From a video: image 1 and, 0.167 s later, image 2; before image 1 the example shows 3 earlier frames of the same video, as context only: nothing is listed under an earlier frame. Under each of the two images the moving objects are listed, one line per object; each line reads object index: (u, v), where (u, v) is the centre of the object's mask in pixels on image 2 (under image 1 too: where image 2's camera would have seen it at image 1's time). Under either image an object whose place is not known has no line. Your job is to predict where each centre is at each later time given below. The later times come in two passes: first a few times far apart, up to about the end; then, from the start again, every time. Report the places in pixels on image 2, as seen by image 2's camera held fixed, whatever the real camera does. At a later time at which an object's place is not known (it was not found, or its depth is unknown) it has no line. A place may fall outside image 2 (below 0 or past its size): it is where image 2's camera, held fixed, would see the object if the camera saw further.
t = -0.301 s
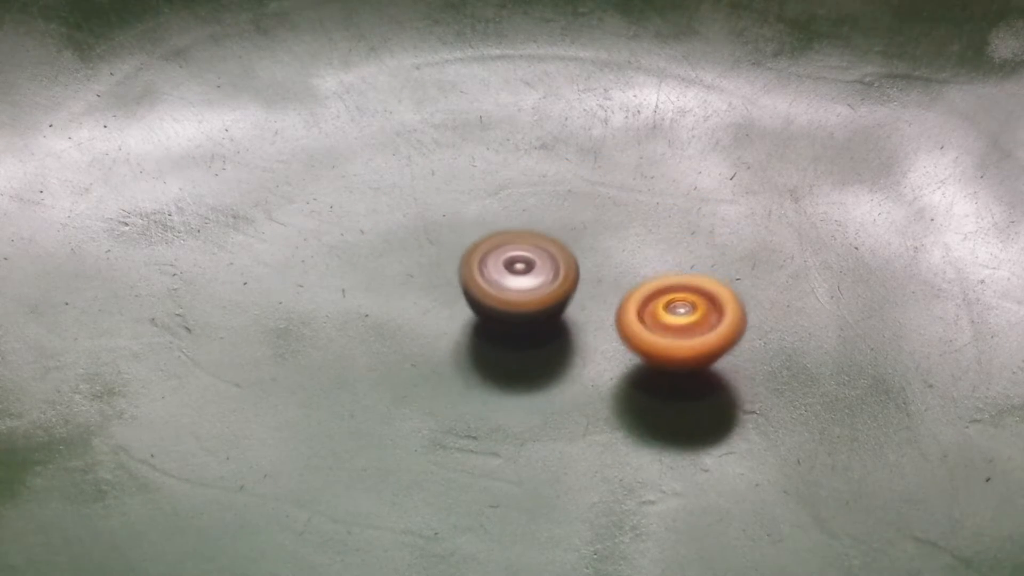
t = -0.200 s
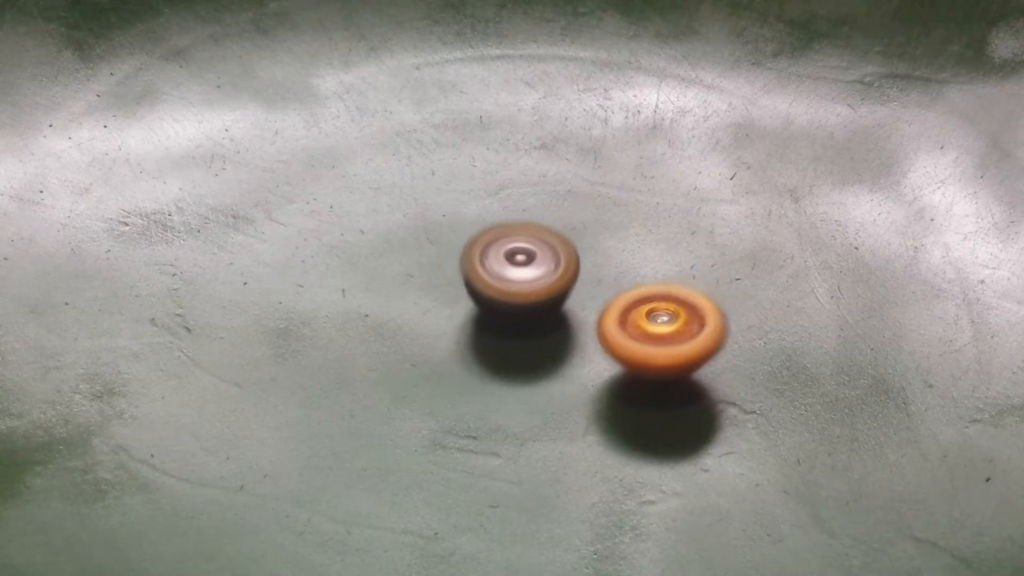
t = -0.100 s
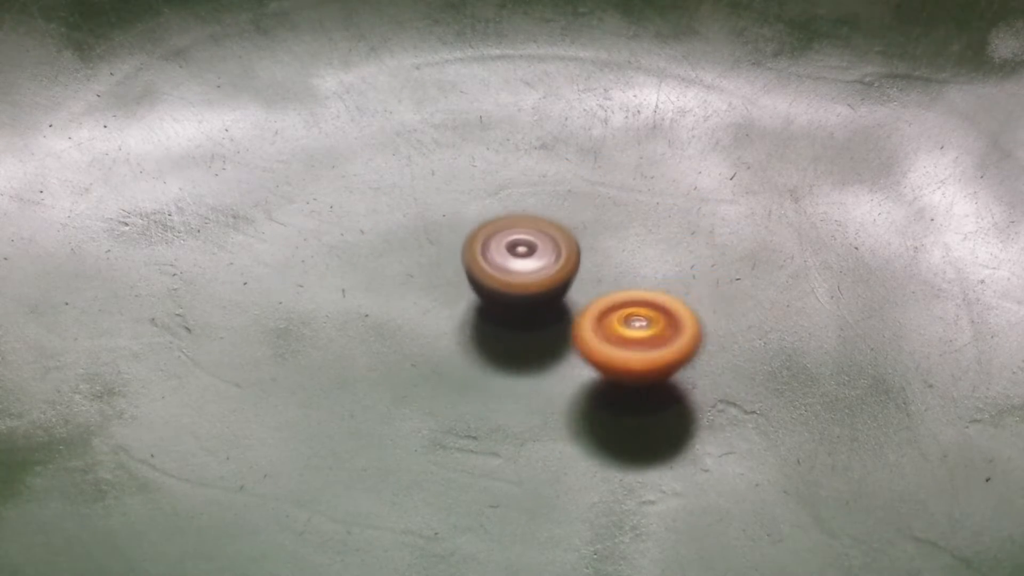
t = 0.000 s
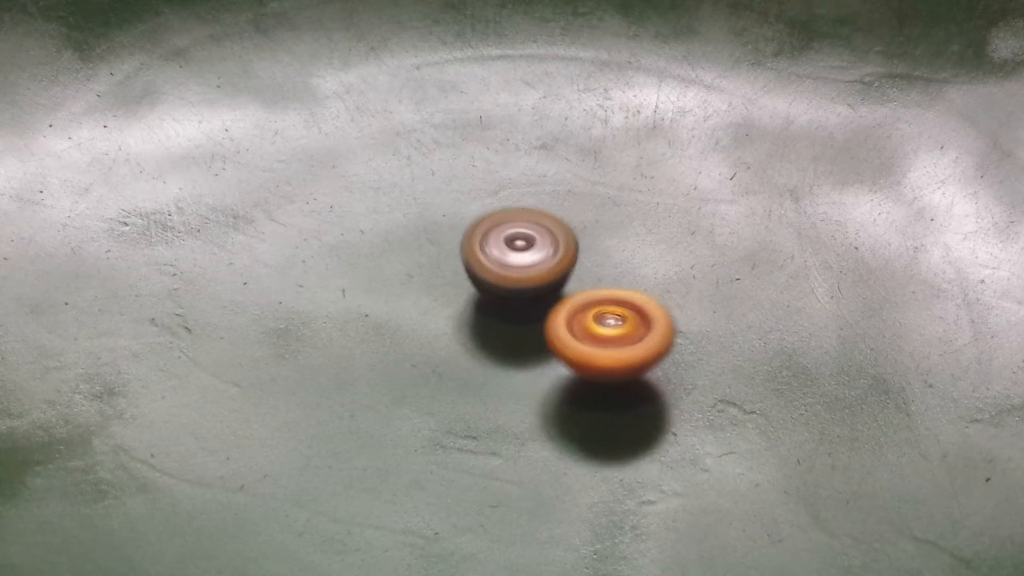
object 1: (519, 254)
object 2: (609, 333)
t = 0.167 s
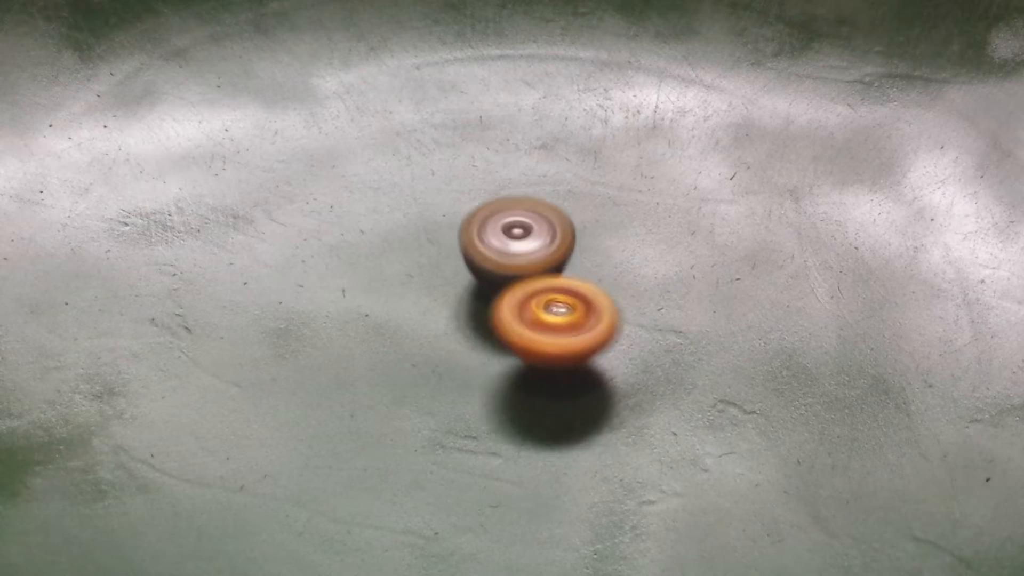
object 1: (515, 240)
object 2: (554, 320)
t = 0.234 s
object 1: (516, 233)
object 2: (531, 320)
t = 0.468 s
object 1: (525, 195)
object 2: (467, 324)
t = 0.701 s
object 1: (535, 184)
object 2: (439, 300)
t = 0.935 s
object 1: (560, 189)
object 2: (440, 264)
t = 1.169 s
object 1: (582, 207)
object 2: (469, 229)
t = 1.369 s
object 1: (624, 226)
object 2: (478, 217)
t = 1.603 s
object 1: (668, 259)
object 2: (498, 222)
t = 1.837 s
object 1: (694, 294)
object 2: (527, 241)
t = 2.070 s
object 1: (702, 325)
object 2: (543, 273)
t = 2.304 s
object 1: (688, 341)
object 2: (552, 304)
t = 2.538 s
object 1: (676, 344)
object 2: (516, 319)
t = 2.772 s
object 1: (657, 323)
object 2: (467, 312)
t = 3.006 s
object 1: (603, 296)
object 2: (444, 287)
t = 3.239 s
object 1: (588, 276)
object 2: (419, 246)
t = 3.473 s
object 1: (596, 261)
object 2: (423, 215)
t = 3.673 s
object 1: (595, 255)
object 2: (458, 202)
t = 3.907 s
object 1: (627, 280)
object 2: (488, 187)
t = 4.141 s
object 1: (686, 320)
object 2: (498, 186)
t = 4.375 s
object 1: (715, 347)
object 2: (524, 208)
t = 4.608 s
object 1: (714, 353)
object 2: (540, 242)
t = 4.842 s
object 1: (678, 341)
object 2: (528, 282)
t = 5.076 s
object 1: (622, 306)
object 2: (496, 313)
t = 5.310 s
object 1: (573, 263)
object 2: (459, 320)
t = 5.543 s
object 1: (534, 222)
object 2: (455, 303)
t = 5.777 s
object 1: (513, 190)
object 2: (472, 273)
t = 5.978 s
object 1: (512, 177)
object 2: (501, 256)
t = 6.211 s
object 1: (532, 169)
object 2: (535, 276)
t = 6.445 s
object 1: (561, 179)
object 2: (561, 302)
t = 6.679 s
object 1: (587, 207)
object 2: (558, 323)
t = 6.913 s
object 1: (601, 248)
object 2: (539, 329)
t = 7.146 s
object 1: (616, 274)
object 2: (497, 332)
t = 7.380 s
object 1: (612, 298)
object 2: (477, 308)
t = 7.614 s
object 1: (611, 322)
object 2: (462, 265)
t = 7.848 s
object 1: (613, 338)
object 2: (479, 232)
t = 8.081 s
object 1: (592, 333)
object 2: (523, 220)
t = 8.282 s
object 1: (562, 323)
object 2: (561, 231)
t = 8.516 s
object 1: (504, 358)
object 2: (617, 221)
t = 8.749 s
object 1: (464, 357)
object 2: (643, 239)
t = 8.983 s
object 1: (459, 325)
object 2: (637, 269)
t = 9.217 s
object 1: (474, 281)
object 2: (599, 289)
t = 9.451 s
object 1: (478, 235)
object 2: (600, 298)
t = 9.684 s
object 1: (515, 209)
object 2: (576, 292)
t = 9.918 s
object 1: (569, 199)
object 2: (553, 282)
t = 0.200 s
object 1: (514, 237)
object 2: (544, 317)
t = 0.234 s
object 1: (516, 233)
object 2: (531, 320)
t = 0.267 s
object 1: (519, 222)
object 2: (519, 325)
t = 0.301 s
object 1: (520, 215)
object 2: (507, 328)
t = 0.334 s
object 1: (521, 210)
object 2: (497, 328)
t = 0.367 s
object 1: (521, 205)
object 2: (488, 328)
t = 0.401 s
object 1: (523, 202)
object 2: (480, 328)
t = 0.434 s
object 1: (524, 198)
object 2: (473, 326)
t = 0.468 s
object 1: (525, 195)
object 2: (467, 324)
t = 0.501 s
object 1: (526, 191)
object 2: (461, 322)
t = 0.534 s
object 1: (527, 189)
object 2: (455, 319)
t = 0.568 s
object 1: (528, 186)
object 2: (450, 316)
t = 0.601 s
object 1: (529, 185)
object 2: (447, 312)
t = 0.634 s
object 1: (531, 184)
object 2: (444, 309)
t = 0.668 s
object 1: (533, 184)
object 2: (441, 305)
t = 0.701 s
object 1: (535, 184)
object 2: (439, 300)
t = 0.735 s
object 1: (538, 184)
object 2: (438, 295)
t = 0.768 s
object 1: (542, 184)
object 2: (438, 290)
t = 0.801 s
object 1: (546, 184)
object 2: (437, 284)
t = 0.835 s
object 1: (550, 185)
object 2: (437, 279)
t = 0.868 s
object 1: (554, 186)
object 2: (437, 274)
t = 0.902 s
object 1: (557, 187)
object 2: (438, 269)
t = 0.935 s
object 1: (560, 189)
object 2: (440, 264)
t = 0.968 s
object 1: (562, 190)
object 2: (442, 258)
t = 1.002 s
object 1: (565, 193)
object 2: (446, 252)
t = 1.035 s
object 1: (569, 196)
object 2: (450, 247)
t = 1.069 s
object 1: (571, 198)
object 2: (454, 243)
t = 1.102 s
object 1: (573, 200)
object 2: (459, 238)
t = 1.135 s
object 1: (577, 203)
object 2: (465, 233)
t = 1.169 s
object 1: (582, 207)
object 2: (469, 229)
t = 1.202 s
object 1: (587, 209)
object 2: (472, 225)
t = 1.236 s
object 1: (593, 212)
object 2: (476, 222)
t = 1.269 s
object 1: (600, 215)
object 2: (478, 219)
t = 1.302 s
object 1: (609, 218)
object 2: (477, 218)
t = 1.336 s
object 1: (617, 222)
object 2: (477, 217)
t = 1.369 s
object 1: (624, 226)
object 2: (478, 217)
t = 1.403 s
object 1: (631, 230)
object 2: (480, 216)
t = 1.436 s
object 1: (638, 234)
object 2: (482, 217)
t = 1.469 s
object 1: (645, 238)
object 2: (484, 217)
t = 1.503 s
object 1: (651, 244)
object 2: (486, 218)
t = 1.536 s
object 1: (656, 248)
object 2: (490, 219)
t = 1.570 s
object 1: (662, 254)
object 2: (494, 220)
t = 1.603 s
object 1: (668, 259)
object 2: (498, 222)
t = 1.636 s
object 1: (673, 265)
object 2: (503, 224)
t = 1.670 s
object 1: (677, 270)
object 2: (507, 225)
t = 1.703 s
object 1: (680, 275)
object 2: (511, 228)
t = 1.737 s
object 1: (684, 280)
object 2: (516, 230)
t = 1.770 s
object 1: (688, 285)
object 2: (520, 233)
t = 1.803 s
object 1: (692, 289)
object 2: (524, 237)
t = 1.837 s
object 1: (694, 294)
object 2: (527, 241)
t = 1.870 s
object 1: (697, 299)
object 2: (529, 245)
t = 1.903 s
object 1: (700, 303)
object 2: (532, 249)
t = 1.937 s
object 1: (702, 308)
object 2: (534, 254)
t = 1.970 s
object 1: (703, 311)
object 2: (536, 258)
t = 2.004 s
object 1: (703, 314)
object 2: (539, 264)
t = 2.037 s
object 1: (702, 318)
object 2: (541, 268)
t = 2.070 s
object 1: (702, 325)
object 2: (543, 273)
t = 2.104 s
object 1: (702, 329)
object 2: (545, 278)
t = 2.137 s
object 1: (701, 330)
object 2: (546, 283)
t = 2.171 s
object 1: (699, 335)
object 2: (548, 287)
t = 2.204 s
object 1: (697, 336)
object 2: (549, 292)
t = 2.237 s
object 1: (695, 338)
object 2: (551, 296)
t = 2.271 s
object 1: (691, 342)
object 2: (551, 301)
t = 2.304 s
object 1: (688, 341)
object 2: (552, 304)
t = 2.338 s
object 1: (684, 343)
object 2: (551, 308)
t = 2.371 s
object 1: (680, 343)
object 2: (550, 312)
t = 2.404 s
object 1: (676, 343)
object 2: (547, 315)
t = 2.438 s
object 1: (673, 343)
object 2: (542, 317)
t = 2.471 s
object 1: (675, 341)
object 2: (533, 318)
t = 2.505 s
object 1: (677, 342)
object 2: (525, 318)
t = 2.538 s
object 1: (676, 344)
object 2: (516, 319)
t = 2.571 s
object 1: (675, 342)
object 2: (509, 319)
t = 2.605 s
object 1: (674, 341)
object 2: (501, 319)
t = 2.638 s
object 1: (673, 336)
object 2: (494, 319)
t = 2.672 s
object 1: (670, 335)
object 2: (487, 317)
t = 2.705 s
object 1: (667, 332)
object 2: (480, 316)
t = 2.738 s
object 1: (662, 326)
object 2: (473, 314)
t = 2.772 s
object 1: (657, 323)
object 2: (467, 312)
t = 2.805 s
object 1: (652, 319)
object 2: (462, 309)
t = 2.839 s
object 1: (645, 315)
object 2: (457, 306)
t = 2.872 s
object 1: (638, 312)
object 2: (453, 302)
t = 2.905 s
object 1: (630, 306)
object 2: (450, 299)
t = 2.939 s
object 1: (621, 305)
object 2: (448, 295)
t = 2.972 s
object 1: (612, 299)
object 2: (446, 291)
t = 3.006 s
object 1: (603, 296)
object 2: (444, 287)
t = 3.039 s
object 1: (595, 292)
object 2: (444, 283)
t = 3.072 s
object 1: (587, 288)
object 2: (443, 279)
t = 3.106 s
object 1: (579, 285)
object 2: (443, 274)
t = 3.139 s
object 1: (571, 280)
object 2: (443, 270)
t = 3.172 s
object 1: (574, 277)
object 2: (435, 263)
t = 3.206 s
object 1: (583, 278)
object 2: (424, 253)
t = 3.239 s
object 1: (588, 276)
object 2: (419, 246)
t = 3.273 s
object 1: (591, 274)
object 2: (416, 241)
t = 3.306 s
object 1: (592, 272)
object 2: (415, 237)
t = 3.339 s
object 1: (594, 267)
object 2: (415, 232)
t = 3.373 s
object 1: (595, 265)
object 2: (416, 227)
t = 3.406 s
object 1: (595, 263)
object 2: (417, 223)
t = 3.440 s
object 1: (595, 263)
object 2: (419, 219)
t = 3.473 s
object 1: (596, 261)
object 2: (423, 215)
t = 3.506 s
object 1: (596, 258)
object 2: (426, 211)
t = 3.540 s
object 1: (595, 259)
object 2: (431, 208)
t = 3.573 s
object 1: (596, 255)
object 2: (437, 206)
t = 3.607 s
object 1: (596, 254)
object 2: (444, 204)
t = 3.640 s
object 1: (596, 254)
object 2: (451, 202)
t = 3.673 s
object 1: (595, 255)
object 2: (458, 202)
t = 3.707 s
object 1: (593, 255)
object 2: (465, 202)
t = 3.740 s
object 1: (592, 256)
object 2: (473, 202)
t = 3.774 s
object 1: (591, 255)
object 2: (482, 202)
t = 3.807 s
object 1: (591, 255)
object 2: (490, 203)
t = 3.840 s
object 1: (596, 258)
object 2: (496, 202)
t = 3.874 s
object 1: (613, 271)
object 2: (492, 194)
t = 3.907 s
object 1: (627, 280)
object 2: (488, 187)
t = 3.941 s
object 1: (638, 287)
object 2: (489, 185)
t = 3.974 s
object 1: (646, 293)
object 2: (490, 184)
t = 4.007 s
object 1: (655, 299)
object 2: (491, 183)
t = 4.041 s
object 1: (663, 303)
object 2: (493, 183)
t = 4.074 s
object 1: (670, 308)
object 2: (494, 184)
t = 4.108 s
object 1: (679, 315)
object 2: (496, 184)
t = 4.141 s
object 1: (686, 320)
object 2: (498, 186)
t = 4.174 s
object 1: (692, 324)
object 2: (501, 188)
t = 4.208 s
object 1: (698, 328)
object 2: (504, 189)
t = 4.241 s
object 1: (703, 333)
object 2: (508, 192)
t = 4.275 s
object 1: (708, 339)
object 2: (511, 195)
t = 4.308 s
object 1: (711, 343)
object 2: (516, 199)
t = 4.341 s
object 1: (713, 346)
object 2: (520, 203)
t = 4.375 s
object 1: (715, 347)
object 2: (524, 208)
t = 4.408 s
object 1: (717, 353)
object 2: (528, 212)
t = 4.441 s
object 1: (717, 351)
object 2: (531, 216)
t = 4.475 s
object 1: (716, 353)
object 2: (534, 221)
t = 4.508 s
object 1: (715, 357)
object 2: (536, 225)
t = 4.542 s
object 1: (715, 354)
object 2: (537, 231)
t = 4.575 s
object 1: (716, 353)
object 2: (538, 236)
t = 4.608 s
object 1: (714, 353)
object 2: (540, 242)
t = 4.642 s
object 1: (711, 352)
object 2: (539, 248)
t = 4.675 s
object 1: (707, 351)
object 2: (538, 253)
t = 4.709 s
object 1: (702, 351)
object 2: (537, 259)
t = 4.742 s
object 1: (697, 348)
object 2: (535, 265)
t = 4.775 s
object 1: (691, 345)
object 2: (533, 271)
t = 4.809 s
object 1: (685, 342)
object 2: (531, 276)
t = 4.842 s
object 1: (678, 341)
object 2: (528, 282)
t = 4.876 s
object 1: (671, 336)
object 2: (525, 287)
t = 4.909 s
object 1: (663, 332)
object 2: (521, 293)
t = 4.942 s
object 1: (655, 327)
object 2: (516, 297)
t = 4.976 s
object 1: (647, 322)
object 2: (512, 302)
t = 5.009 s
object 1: (639, 316)
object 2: (507, 306)
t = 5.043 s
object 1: (631, 311)
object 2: (501, 310)
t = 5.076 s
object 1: (622, 306)
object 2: (496, 313)
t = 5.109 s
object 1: (615, 300)
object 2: (490, 316)
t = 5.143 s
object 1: (608, 294)
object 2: (483, 318)
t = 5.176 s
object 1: (601, 288)
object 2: (478, 319)
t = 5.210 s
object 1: (594, 282)
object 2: (473, 320)
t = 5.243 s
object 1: (587, 276)
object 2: (468, 321)
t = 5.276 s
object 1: (580, 269)
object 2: (464, 321)
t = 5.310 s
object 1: (573, 263)
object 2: (459, 320)
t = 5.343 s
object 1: (566, 257)
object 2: (456, 319)
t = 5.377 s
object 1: (560, 251)
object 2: (456, 317)
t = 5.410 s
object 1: (554, 245)
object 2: (455, 316)
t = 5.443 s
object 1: (548, 240)
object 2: (454, 313)
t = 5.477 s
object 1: (543, 233)
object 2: (454, 309)
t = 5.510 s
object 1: (538, 227)
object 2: (454, 307)
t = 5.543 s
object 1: (534, 222)
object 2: (455, 303)
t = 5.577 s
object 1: (529, 215)
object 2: (455, 300)
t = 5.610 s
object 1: (526, 213)
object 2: (457, 295)
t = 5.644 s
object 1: (523, 208)
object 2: (459, 290)
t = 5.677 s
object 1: (520, 203)
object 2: (461, 286)
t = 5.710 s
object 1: (517, 199)
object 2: (464, 282)
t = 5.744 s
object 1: (515, 195)
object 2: (467, 278)
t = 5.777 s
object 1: (513, 190)
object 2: (472, 273)
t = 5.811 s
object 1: (513, 187)
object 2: (477, 268)
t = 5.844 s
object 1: (512, 184)
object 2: (481, 265)
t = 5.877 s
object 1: (512, 181)
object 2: (486, 262)
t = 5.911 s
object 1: (512, 179)
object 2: (492, 259)
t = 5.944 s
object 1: (512, 178)
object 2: (497, 257)
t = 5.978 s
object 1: (512, 177)
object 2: (501, 256)
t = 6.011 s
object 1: (513, 176)
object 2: (504, 260)
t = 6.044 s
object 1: (516, 174)
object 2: (509, 262)
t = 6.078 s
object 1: (519, 173)
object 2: (515, 265)
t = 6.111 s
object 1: (522, 171)
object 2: (520, 267)
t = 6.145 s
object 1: (525, 170)
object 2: (525, 270)
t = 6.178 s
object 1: (529, 169)
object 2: (530, 273)
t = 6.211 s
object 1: (532, 169)
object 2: (535, 276)
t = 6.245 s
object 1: (536, 169)
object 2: (540, 280)
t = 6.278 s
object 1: (541, 170)
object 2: (544, 284)
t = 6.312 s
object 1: (544, 171)
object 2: (548, 288)
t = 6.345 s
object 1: (548, 173)
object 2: (552, 291)
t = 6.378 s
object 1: (553, 175)
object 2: (556, 294)
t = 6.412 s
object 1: (557, 177)
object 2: (559, 298)
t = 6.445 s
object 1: (561, 179)
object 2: (561, 302)
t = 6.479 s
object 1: (564, 182)
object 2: (563, 306)
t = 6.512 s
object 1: (569, 185)
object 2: (563, 309)
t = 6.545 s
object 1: (573, 190)
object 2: (563, 312)
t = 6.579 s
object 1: (577, 194)
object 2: (562, 315)
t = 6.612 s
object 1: (581, 198)
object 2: (561, 318)
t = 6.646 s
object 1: (584, 203)
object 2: (560, 321)
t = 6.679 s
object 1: (587, 207)
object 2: (558, 323)
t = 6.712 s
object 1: (590, 212)
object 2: (555, 325)
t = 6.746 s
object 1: (592, 217)
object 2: (552, 326)
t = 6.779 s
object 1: (595, 223)
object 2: (550, 328)
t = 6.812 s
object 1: (597, 229)
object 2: (547, 329)
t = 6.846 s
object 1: (598, 235)
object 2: (545, 329)
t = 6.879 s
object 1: (600, 241)
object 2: (542, 329)
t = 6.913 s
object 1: (601, 248)
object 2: (539, 329)
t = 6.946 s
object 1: (602, 254)
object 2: (538, 329)
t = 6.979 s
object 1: (604, 258)
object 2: (531, 329)
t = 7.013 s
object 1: (609, 263)
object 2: (521, 332)
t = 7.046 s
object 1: (611, 263)
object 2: (514, 333)
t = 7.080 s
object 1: (613, 265)
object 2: (509, 333)
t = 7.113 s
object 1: (615, 270)
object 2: (503, 333)
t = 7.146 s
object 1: (616, 274)
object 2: (497, 332)
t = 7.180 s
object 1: (617, 277)
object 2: (492, 330)
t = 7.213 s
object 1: (617, 280)
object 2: (488, 328)
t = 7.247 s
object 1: (617, 283)
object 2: (486, 325)
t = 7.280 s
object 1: (616, 287)
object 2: (482, 321)
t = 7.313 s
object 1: (615, 290)
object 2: (481, 317)
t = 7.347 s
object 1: (614, 295)
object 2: (478, 313)
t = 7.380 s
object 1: (612, 298)
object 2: (477, 308)
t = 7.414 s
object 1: (609, 301)
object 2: (475, 303)
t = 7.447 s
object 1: (607, 304)
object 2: (474, 297)
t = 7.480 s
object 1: (604, 308)
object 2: (474, 291)
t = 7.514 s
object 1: (602, 311)
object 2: (474, 285)
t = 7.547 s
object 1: (607, 315)
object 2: (467, 278)
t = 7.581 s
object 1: (610, 319)
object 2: (463, 271)
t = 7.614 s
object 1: (611, 322)
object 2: (462, 265)
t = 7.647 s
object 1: (612, 326)
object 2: (462, 258)
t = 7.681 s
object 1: (613, 328)
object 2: (463, 253)
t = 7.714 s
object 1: (614, 331)
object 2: (465, 249)
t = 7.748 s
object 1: (614, 334)
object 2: (468, 244)
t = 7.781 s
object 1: (615, 336)
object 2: (471, 239)
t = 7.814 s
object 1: (614, 337)
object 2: (474, 235)
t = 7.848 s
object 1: (613, 338)
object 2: (479, 232)
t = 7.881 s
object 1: (613, 338)
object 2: (484, 228)
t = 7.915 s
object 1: (613, 339)
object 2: (490, 225)
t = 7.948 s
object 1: (611, 340)
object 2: (496, 223)
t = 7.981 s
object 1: (607, 340)
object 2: (503, 221)
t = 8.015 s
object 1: (603, 337)
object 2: (509, 220)
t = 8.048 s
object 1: (598, 335)
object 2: (516, 220)
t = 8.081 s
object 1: (592, 333)
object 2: (523, 220)
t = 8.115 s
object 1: (587, 334)
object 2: (530, 220)
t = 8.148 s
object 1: (582, 330)
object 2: (537, 222)
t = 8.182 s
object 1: (578, 328)
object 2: (544, 224)
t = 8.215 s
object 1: (573, 325)
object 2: (550, 226)
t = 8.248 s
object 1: (568, 323)
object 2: (555, 229)
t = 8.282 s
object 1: (562, 323)
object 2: (561, 231)
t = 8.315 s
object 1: (558, 324)
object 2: (567, 233)
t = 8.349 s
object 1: (549, 330)
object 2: (577, 230)
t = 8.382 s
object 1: (535, 341)
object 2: (588, 224)
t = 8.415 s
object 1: (525, 348)
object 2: (598, 221)
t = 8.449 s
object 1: (518, 353)
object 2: (604, 219)
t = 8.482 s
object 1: (511, 356)
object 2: (611, 220)
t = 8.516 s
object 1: (504, 358)
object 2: (617, 221)
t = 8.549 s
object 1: (497, 362)
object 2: (622, 221)
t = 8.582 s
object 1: (491, 361)
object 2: (626, 223)
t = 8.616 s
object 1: (484, 362)
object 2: (631, 226)
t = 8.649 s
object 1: (477, 362)
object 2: (635, 229)
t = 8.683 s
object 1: (471, 361)
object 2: (639, 232)
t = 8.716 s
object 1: (467, 359)
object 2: (642, 236)
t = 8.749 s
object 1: (464, 357)
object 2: (643, 239)
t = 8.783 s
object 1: (462, 354)
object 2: (645, 243)
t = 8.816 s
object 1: (460, 350)
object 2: (646, 248)
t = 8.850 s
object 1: (459, 346)
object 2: (645, 252)
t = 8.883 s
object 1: (457, 341)
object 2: (645, 257)
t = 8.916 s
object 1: (457, 336)
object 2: (644, 261)
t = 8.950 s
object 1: (458, 331)
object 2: (641, 265)
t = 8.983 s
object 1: (459, 325)
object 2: (637, 269)
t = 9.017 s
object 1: (461, 320)
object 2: (634, 273)
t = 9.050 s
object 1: (463, 314)
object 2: (629, 277)
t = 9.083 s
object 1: (465, 306)
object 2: (624, 280)
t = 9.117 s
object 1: (467, 299)
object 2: (618, 283)
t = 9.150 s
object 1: (470, 293)
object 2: (611, 286)
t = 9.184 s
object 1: (473, 287)
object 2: (604, 287)
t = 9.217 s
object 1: (474, 281)
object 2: (599, 289)
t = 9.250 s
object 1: (469, 272)
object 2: (600, 293)
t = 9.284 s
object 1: (466, 264)
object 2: (602, 295)
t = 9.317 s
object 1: (467, 258)
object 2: (602, 297)
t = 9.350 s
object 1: (469, 252)
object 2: (600, 298)
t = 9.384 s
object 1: (471, 246)
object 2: (600, 299)
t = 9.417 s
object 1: (475, 240)
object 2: (600, 298)
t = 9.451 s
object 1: (478, 235)
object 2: (600, 298)
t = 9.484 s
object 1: (482, 229)
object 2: (596, 299)
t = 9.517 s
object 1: (487, 225)
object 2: (591, 299)
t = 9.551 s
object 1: (492, 220)
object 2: (588, 298)
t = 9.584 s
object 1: (498, 217)
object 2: (587, 297)
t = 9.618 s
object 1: (504, 213)
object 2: (584, 296)
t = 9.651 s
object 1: (509, 211)
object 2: (580, 295)
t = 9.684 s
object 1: (515, 209)
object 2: (576, 292)
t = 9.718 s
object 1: (522, 207)
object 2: (572, 290)
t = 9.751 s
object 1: (529, 206)
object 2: (570, 288)
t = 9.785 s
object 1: (537, 204)
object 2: (566, 285)
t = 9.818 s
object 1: (545, 201)
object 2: (562, 284)
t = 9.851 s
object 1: (553, 200)
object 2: (559, 284)
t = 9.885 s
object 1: (561, 199)
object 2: (556, 283)
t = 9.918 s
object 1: (569, 199)
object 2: (553, 282)
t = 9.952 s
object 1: (576, 200)
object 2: (552, 281)
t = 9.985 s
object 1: (584, 200)
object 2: (549, 279)
